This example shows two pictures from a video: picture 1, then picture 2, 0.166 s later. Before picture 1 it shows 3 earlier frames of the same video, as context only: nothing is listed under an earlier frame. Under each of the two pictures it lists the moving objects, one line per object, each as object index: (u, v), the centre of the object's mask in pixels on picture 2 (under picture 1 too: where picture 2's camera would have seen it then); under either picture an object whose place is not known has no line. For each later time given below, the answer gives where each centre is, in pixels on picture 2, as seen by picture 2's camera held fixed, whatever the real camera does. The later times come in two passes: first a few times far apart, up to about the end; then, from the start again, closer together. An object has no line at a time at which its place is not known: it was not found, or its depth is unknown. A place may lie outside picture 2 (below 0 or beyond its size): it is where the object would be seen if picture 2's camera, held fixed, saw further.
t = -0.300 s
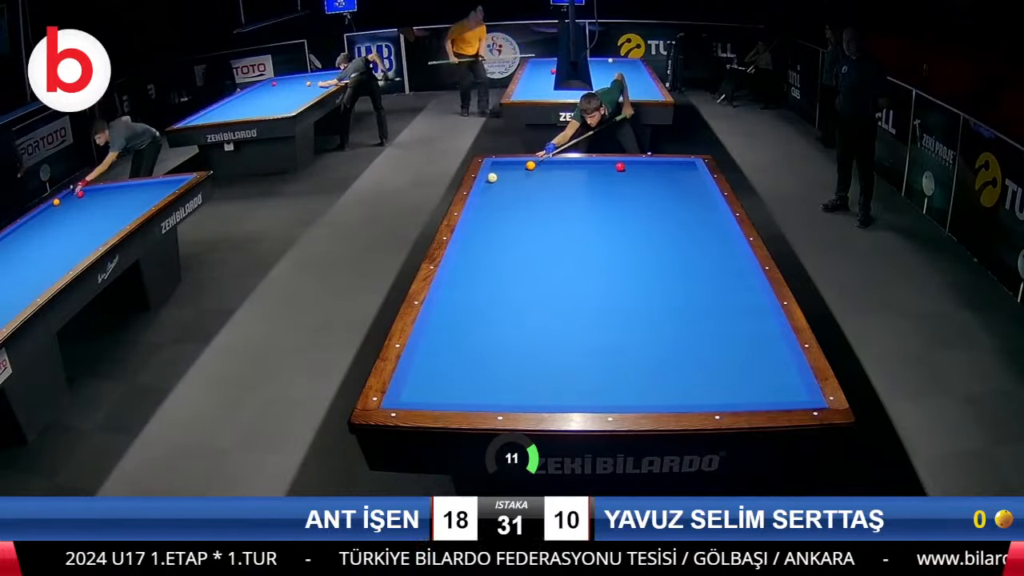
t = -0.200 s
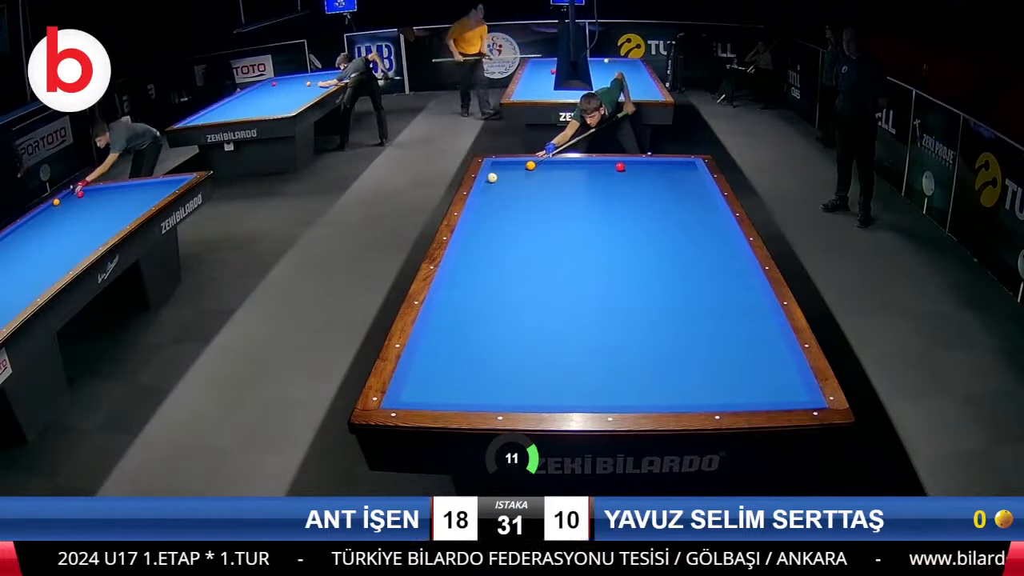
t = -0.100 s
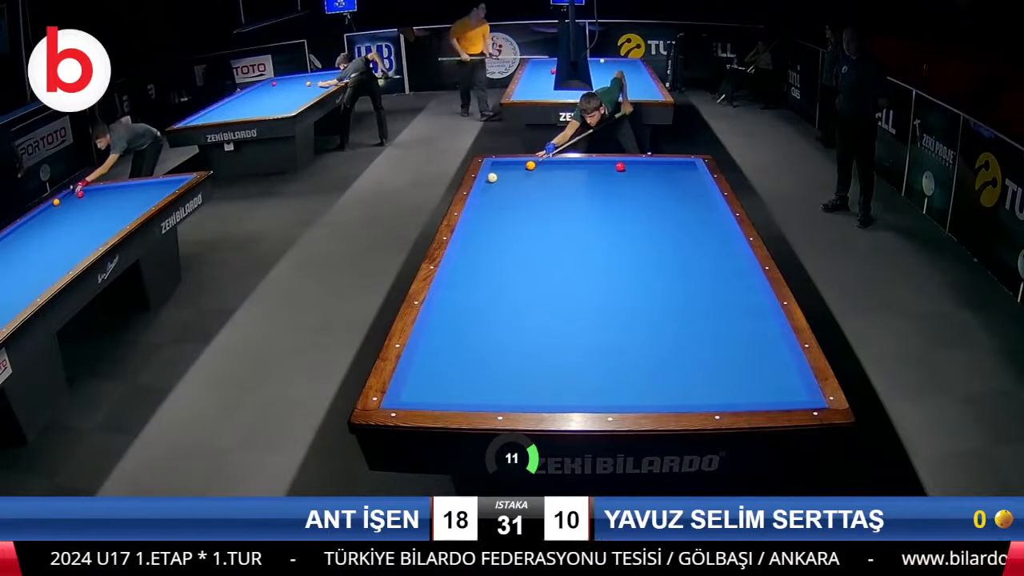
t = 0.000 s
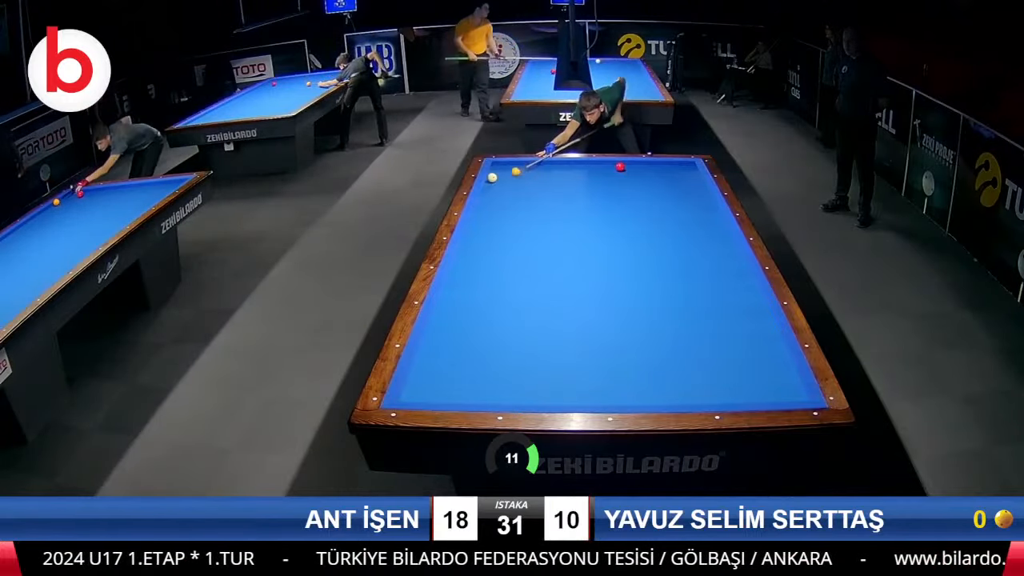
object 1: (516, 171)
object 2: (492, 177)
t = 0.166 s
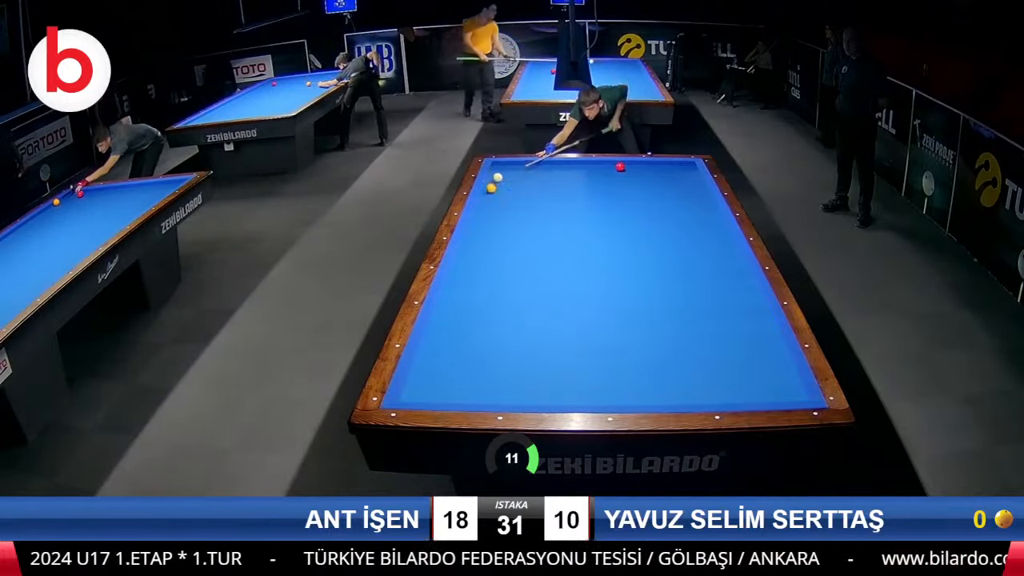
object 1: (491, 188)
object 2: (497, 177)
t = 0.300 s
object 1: (484, 202)
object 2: (506, 177)
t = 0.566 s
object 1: (487, 233)
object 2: (525, 177)
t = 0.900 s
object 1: (491, 282)
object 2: (549, 177)
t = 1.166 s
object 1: (495, 335)
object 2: (567, 177)
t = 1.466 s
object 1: (510, 394)
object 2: (586, 177)
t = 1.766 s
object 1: (566, 342)
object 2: (605, 177)
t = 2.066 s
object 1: (608, 310)
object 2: (623, 177)
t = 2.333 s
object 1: (640, 285)
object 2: (638, 177)
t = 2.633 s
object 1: (670, 262)
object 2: (655, 177)
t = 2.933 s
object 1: (696, 242)
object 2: (671, 177)
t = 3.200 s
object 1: (715, 227)
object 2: (684, 178)
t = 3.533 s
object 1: (703, 211)
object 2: (698, 178)
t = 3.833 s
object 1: (683, 198)
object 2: (690, 178)
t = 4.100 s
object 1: (667, 188)
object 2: (683, 178)
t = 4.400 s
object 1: (651, 177)
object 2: (676, 177)
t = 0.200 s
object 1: (487, 192)
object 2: (499, 177)
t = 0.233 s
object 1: (483, 195)
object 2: (502, 177)
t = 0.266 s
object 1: (484, 199)
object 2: (504, 177)
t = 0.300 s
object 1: (484, 202)
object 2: (506, 177)
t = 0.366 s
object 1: (485, 209)
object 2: (511, 177)
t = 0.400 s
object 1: (486, 213)
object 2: (514, 177)
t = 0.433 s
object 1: (486, 216)
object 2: (516, 177)
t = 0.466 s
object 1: (486, 220)
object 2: (518, 177)
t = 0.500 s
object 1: (487, 224)
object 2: (521, 177)
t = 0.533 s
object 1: (487, 228)
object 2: (523, 177)
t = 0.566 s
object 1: (487, 233)
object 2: (525, 177)
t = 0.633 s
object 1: (488, 241)
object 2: (530, 177)
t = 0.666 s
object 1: (488, 246)
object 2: (533, 177)
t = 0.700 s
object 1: (488, 250)
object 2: (535, 177)
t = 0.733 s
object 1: (489, 255)
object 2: (537, 177)
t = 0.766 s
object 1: (489, 260)
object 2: (539, 177)
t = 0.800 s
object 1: (490, 266)
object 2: (542, 177)
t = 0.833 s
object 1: (490, 271)
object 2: (544, 177)
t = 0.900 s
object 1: (491, 282)
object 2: (549, 177)
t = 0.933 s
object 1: (491, 288)
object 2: (551, 177)
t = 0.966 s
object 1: (492, 294)
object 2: (553, 177)
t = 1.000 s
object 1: (492, 300)
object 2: (555, 177)
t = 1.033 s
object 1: (493, 307)
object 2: (557, 177)
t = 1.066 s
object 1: (493, 313)
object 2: (560, 177)
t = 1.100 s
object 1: (494, 321)
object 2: (562, 177)
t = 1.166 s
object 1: (495, 335)
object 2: (567, 177)
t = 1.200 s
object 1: (495, 343)
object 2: (569, 177)
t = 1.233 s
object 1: (496, 352)
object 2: (571, 177)
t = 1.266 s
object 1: (497, 359)
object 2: (573, 177)
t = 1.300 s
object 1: (498, 367)
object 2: (575, 177)
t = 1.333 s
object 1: (498, 376)
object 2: (578, 177)
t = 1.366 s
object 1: (499, 385)
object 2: (580, 177)
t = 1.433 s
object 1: (503, 398)
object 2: (584, 177)
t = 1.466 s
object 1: (510, 394)
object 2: (586, 177)
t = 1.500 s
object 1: (517, 386)
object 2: (588, 177)
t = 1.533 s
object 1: (524, 379)
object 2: (590, 177)
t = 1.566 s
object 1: (531, 373)
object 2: (592, 177)
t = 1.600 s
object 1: (537, 367)
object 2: (595, 177)
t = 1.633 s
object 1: (543, 361)
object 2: (596, 177)
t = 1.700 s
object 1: (555, 351)
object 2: (601, 177)
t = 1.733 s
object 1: (560, 346)
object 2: (603, 177)
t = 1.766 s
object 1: (566, 342)
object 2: (605, 177)
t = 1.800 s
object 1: (571, 338)
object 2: (607, 177)
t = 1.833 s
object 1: (576, 334)
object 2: (609, 177)
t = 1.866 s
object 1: (581, 330)
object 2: (611, 177)
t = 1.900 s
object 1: (585, 327)
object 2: (613, 177)
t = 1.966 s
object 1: (595, 320)
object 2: (617, 177)
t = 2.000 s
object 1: (599, 316)
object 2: (619, 177)
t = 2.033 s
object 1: (604, 313)
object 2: (621, 177)
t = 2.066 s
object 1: (608, 310)
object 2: (623, 177)
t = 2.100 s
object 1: (612, 306)
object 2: (625, 177)
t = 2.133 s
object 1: (617, 303)
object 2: (627, 177)
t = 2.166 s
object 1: (621, 300)
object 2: (629, 177)
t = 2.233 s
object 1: (629, 294)
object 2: (633, 177)
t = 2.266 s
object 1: (633, 291)
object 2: (634, 177)
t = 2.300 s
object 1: (636, 288)
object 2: (636, 177)
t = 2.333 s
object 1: (640, 285)
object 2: (638, 177)
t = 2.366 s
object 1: (644, 283)
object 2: (640, 177)
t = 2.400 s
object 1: (647, 280)
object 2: (642, 177)
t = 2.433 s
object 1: (651, 277)
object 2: (644, 177)
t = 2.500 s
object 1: (657, 272)
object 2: (648, 177)
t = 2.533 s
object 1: (661, 270)
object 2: (649, 177)
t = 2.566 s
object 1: (664, 267)
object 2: (651, 177)
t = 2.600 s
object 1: (667, 264)
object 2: (653, 177)
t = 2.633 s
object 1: (670, 262)
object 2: (655, 177)
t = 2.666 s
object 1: (673, 260)
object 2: (657, 177)
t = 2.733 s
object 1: (679, 255)
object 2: (660, 177)
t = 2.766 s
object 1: (682, 253)
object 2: (662, 177)
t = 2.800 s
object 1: (685, 250)
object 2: (664, 177)
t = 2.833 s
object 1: (688, 249)
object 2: (666, 177)
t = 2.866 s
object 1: (690, 246)
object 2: (667, 177)
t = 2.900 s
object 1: (693, 244)
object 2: (669, 177)
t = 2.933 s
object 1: (696, 242)
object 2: (671, 177)
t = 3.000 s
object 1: (701, 238)
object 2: (674, 178)
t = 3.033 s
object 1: (703, 236)
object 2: (676, 177)
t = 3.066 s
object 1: (706, 234)
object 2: (678, 178)
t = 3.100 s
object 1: (708, 233)
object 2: (679, 178)
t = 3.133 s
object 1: (711, 231)
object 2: (681, 178)
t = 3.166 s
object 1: (713, 229)
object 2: (683, 178)
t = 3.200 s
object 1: (715, 227)
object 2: (684, 178)
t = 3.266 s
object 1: (720, 224)
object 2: (688, 178)
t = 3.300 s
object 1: (720, 221)
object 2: (689, 178)
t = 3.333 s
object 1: (718, 220)
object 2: (691, 178)
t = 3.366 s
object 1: (715, 218)
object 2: (692, 178)
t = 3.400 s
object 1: (712, 217)
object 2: (694, 178)
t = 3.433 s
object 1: (710, 215)
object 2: (695, 178)
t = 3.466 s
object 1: (708, 214)
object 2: (697, 178)
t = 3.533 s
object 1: (703, 211)
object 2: (698, 178)
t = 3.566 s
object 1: (701, 209)
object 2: (697, 178)
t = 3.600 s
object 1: (698, 208)
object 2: (696, 178)
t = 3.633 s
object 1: (696, 206)
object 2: (695, 178)
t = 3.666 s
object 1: (694, 204)
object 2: (694, 178)
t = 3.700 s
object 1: (692, 203)
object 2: (693, 178)
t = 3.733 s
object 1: (689, 202)
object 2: (693, 178)
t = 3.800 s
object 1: (685, 199)
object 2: (691, 178)
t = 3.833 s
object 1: (683, 198)
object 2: (690, 178)
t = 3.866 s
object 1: (681, 196)
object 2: (689, 178)
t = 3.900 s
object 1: (679, 195)
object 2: (688, 178)
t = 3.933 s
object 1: (677, 194)
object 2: (688, 178)
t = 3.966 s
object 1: (675, 192)
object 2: (687, 178)
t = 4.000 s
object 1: (673, 191)
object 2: (686, 178)
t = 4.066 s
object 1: (669, 189)
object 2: (684, 178)
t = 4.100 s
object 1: (667, 188)
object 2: (683, 178)
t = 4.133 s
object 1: (665, 186)
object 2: (683, 178)
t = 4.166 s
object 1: (664, 185)
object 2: (682, 177)
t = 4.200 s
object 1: (662, 184)
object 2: (681, 177)
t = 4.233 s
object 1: (660, 183)
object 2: (680, 178)
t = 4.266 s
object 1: (658, 182)
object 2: (679, 177)
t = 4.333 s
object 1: (654, 179)
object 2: (678, 177)
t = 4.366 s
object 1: (652, 178)
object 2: (677, 177)
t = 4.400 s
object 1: (651, 177)
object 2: (676, 177)
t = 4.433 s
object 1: (649, 176)
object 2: (675, 177)
